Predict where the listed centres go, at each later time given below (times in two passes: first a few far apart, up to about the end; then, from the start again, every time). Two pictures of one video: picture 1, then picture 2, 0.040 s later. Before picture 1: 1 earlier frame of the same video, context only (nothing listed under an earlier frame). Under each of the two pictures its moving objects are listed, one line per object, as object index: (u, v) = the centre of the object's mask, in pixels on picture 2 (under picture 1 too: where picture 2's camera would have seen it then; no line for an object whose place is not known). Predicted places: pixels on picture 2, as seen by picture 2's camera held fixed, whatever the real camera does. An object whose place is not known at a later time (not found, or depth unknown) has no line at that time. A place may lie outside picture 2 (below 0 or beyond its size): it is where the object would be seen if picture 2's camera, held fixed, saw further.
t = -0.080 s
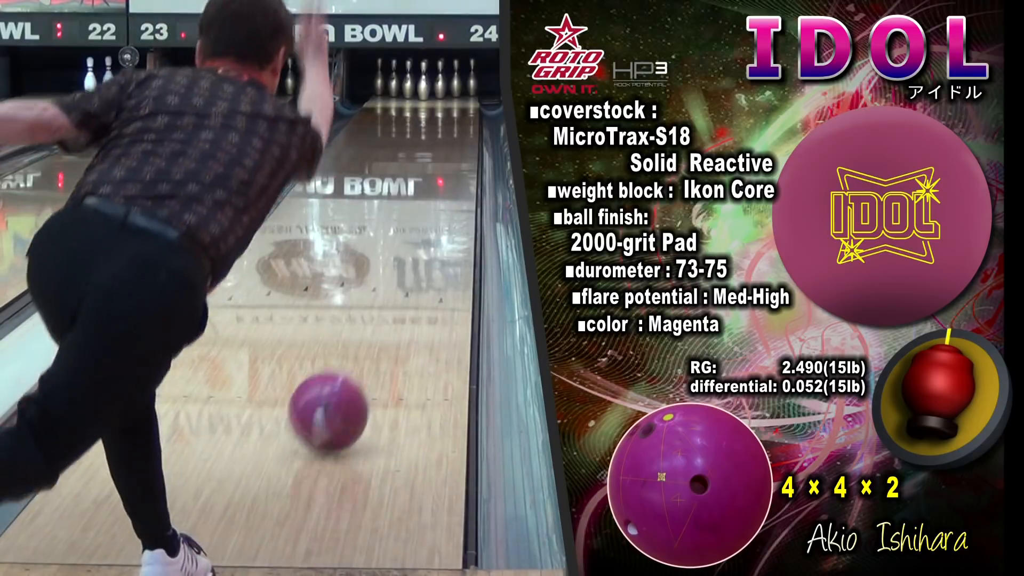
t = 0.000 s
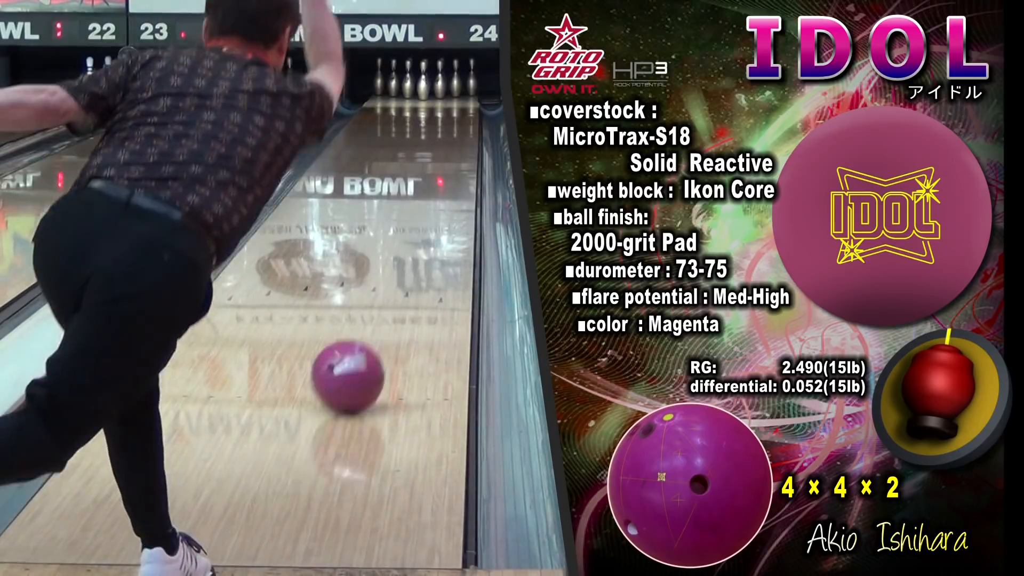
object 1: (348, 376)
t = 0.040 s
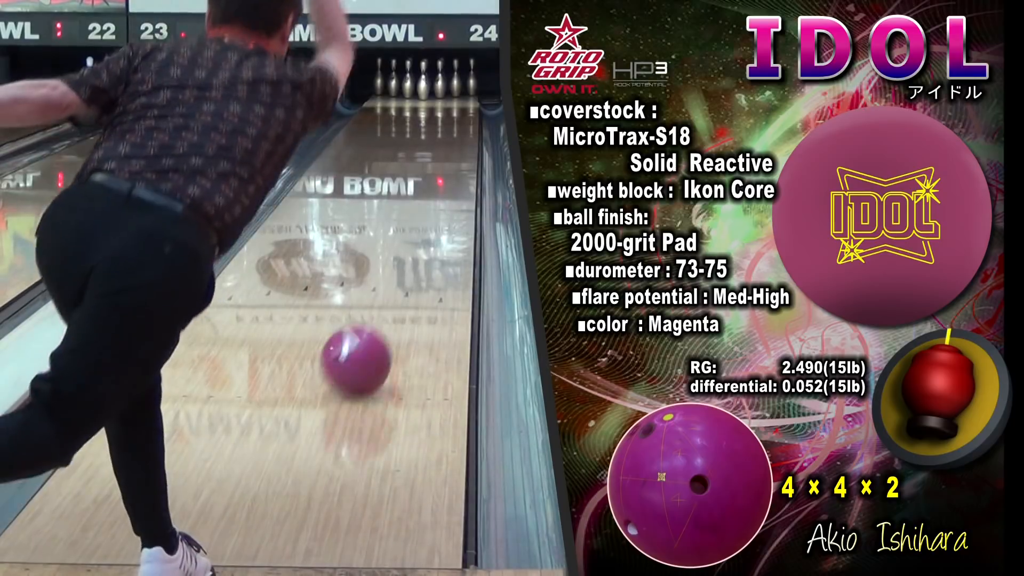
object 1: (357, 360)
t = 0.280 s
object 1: (397, 285)
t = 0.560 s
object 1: (426, 228)
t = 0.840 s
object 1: (446, 189)
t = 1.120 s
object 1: (458, 160)
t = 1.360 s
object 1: (462, 141)
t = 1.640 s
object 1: (462, 124)
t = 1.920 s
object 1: (456, 111)
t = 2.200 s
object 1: (443, 99)
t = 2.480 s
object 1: (432, 90)
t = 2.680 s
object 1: (432, 86)
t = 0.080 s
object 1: (365, 345)
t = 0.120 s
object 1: (371, 333)
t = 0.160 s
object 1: (379, 319)
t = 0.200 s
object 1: (385, 307)
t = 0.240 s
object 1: (390, 296)
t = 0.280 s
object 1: (397, 285)
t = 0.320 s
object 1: (401, 276)
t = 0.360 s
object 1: (406, 266)
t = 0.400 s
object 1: (410, 259)
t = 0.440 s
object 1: (414, 251)
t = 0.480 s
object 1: (419, 243)
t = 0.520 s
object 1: (422, 236)
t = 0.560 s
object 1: (426, 228)
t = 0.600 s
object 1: (429, 222)
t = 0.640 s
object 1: (433, 216)
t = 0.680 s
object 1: (436, 210)
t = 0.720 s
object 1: (438, 205)
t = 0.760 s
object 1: (441, 200)
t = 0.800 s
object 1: (444, 194)
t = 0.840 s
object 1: (446, 189)
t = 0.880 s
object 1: (448, 185)
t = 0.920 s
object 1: (450, 179)
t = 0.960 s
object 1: (452, 175)
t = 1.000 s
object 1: (453, 171)
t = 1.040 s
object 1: (455, 168)
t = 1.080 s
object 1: (457, 163)
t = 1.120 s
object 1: (458, 160)
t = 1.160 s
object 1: (459, 156)
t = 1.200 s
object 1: (460, 153)
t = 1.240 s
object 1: (461, 150)
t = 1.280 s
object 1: (461, 147)
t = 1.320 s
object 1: (462, 144)
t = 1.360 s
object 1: (462, 141)
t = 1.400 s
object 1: (463, 138)
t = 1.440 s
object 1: (462, 135)
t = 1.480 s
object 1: (462, 133)
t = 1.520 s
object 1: (462, 130)
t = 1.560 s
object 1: (462, 128)
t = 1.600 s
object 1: (462, 126)
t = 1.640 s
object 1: (462, 124)
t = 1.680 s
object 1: (461, 121)
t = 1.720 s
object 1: (461, 120)
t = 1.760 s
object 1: (461, 118)
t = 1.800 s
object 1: (459, 116)
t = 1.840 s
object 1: (458, 114)
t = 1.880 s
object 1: (456, 112)
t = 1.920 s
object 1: (456, 111)
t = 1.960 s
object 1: (454, 109)
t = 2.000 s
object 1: (453, 108)
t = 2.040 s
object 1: (451, 105)
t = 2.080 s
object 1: (449, 104)
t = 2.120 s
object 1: (447, 103)
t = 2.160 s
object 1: (445, 101)
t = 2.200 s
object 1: (443, 99)
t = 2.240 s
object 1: (442, 98)
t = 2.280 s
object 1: (440, 97)
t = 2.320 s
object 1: (439, 96)
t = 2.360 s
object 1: (436, 94)
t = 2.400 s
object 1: (435, 93)
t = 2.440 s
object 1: (434, 92)
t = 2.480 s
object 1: (432, 90)
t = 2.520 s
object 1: (432, 89)
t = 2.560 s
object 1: (433, 89)
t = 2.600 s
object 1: (432, 88)
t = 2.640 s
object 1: (432, 87)
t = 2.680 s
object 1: (432, 86)
